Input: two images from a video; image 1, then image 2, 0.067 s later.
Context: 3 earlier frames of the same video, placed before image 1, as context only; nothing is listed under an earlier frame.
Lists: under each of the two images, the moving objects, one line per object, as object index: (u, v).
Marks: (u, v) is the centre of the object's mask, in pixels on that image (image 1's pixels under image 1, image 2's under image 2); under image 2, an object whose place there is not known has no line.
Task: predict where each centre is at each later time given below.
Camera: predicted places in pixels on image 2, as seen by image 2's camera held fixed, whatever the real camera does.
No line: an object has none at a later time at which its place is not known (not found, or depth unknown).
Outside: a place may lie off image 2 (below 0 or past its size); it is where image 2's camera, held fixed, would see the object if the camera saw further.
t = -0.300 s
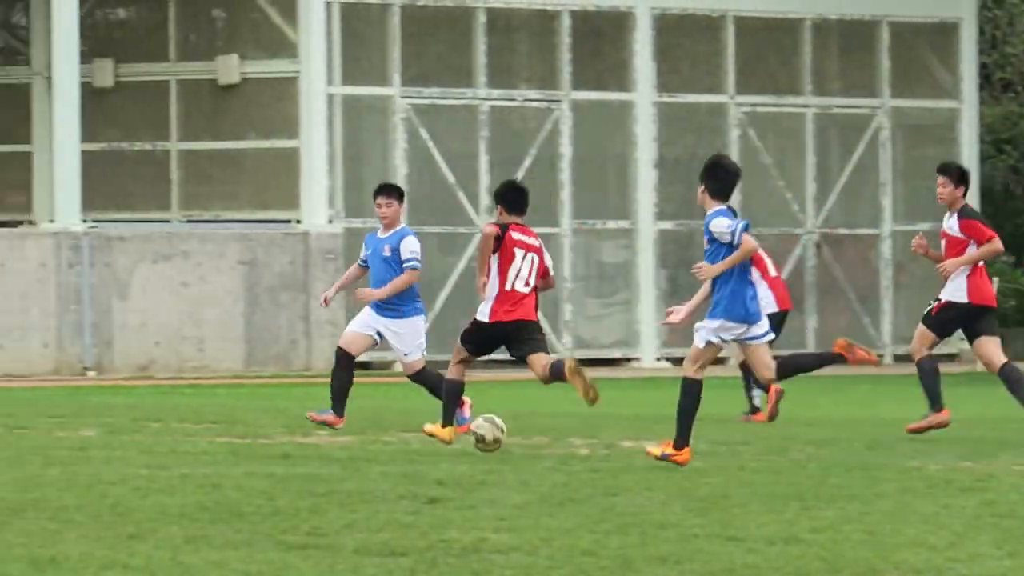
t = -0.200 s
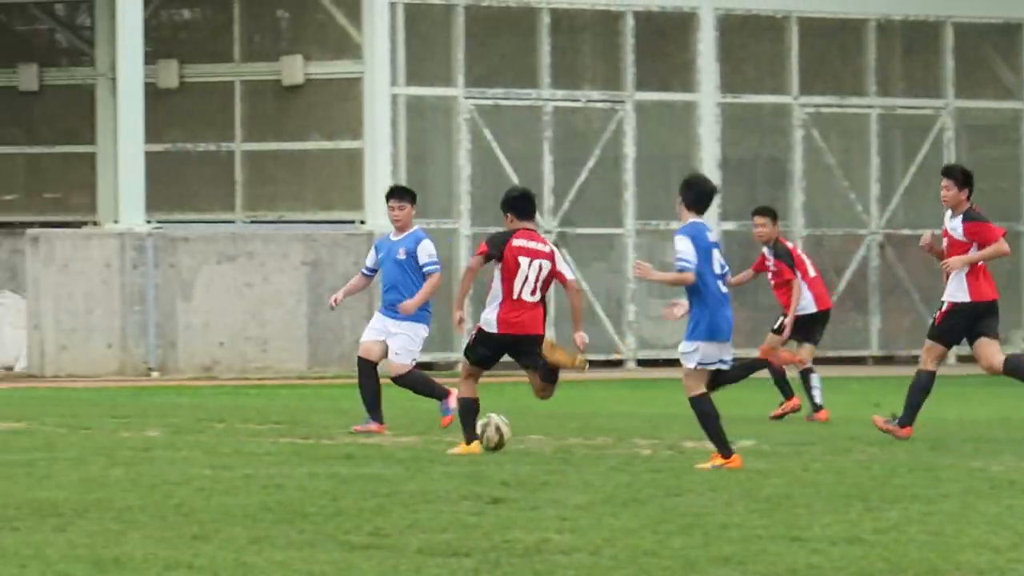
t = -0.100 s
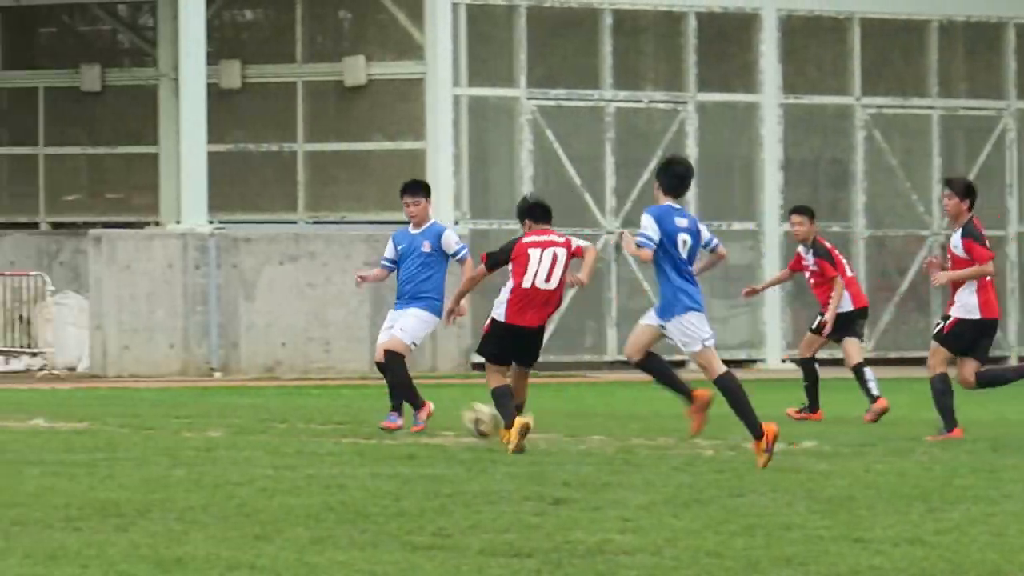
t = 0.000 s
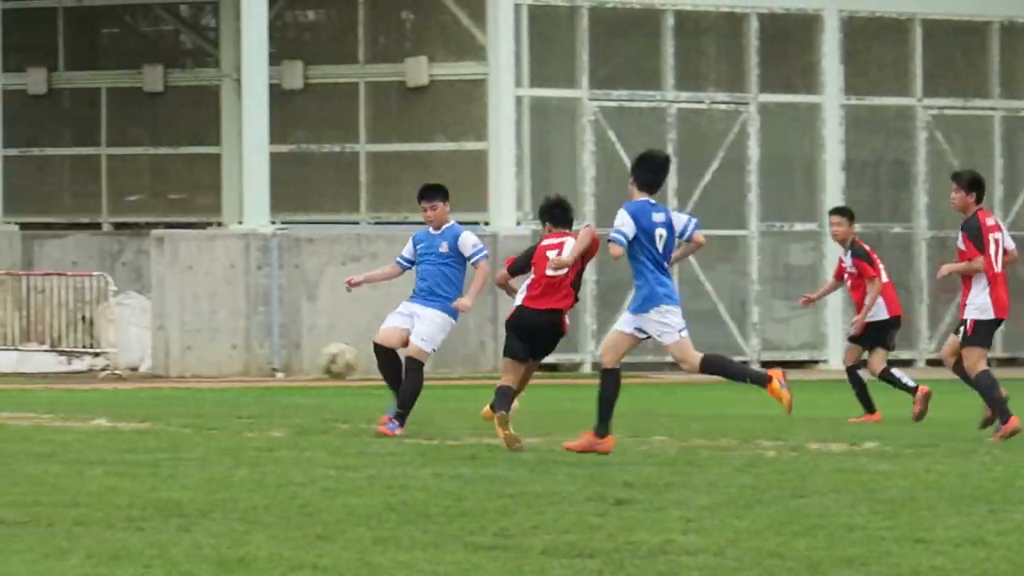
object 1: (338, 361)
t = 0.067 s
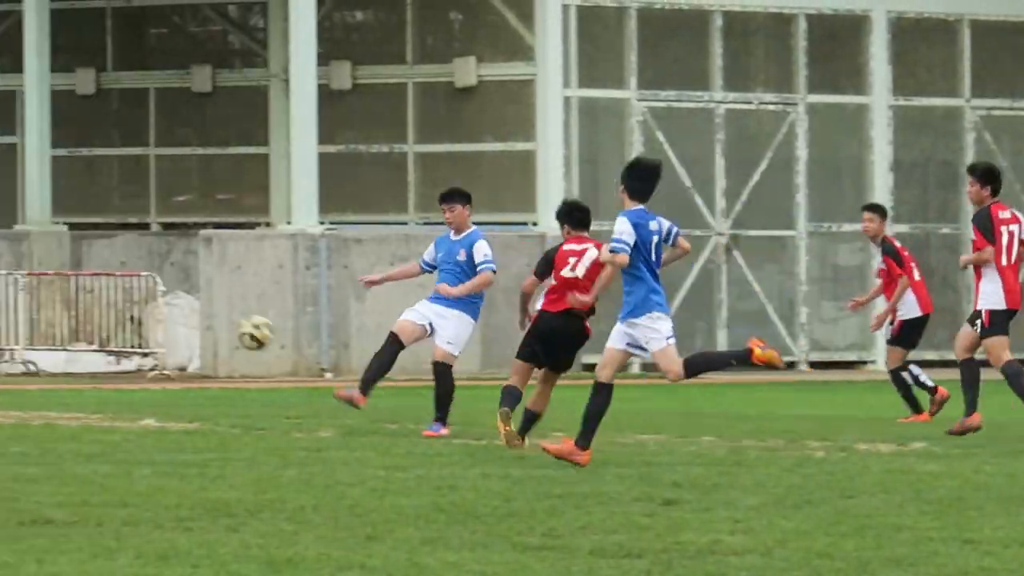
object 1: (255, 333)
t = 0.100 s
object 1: (200, 324)
